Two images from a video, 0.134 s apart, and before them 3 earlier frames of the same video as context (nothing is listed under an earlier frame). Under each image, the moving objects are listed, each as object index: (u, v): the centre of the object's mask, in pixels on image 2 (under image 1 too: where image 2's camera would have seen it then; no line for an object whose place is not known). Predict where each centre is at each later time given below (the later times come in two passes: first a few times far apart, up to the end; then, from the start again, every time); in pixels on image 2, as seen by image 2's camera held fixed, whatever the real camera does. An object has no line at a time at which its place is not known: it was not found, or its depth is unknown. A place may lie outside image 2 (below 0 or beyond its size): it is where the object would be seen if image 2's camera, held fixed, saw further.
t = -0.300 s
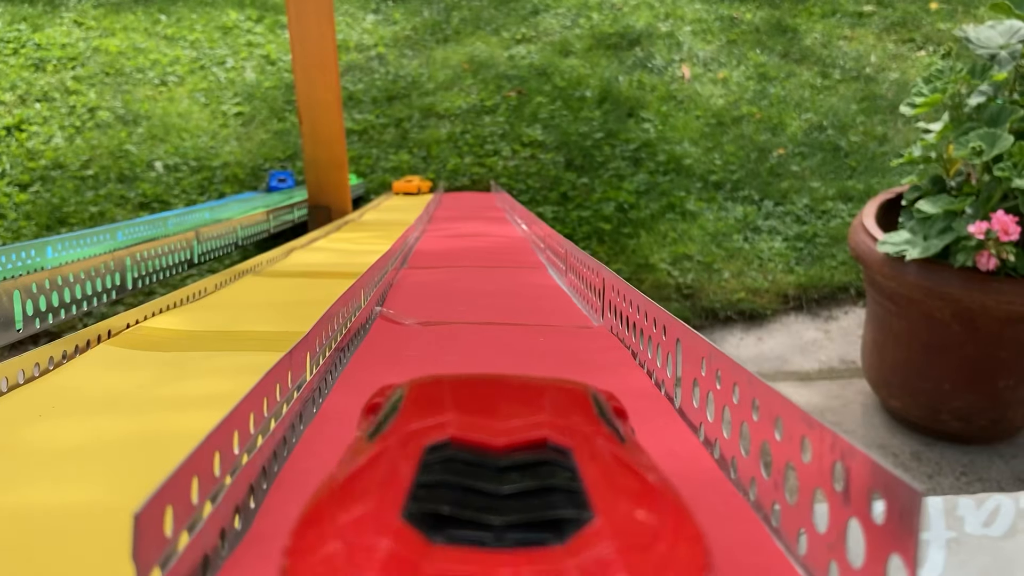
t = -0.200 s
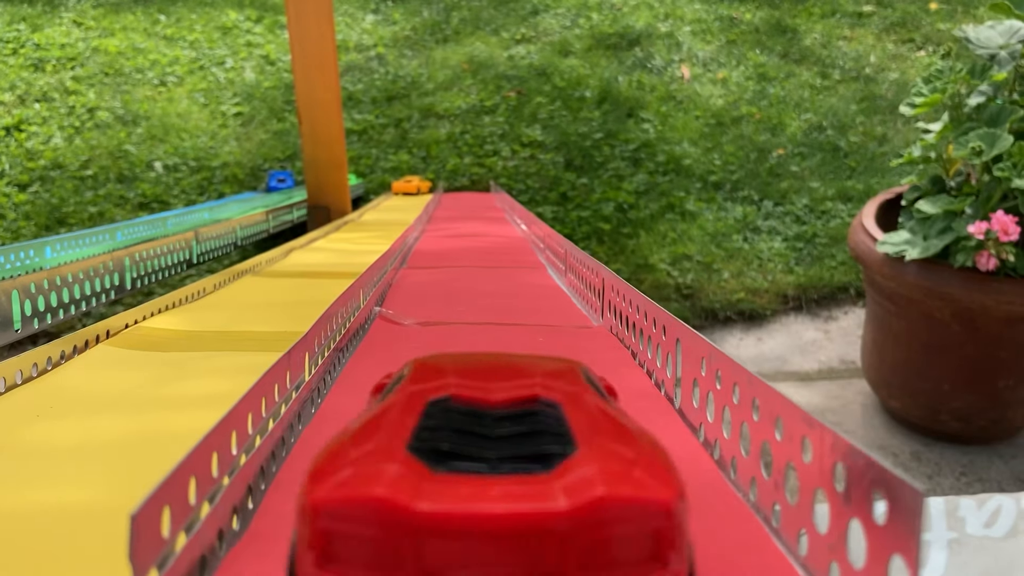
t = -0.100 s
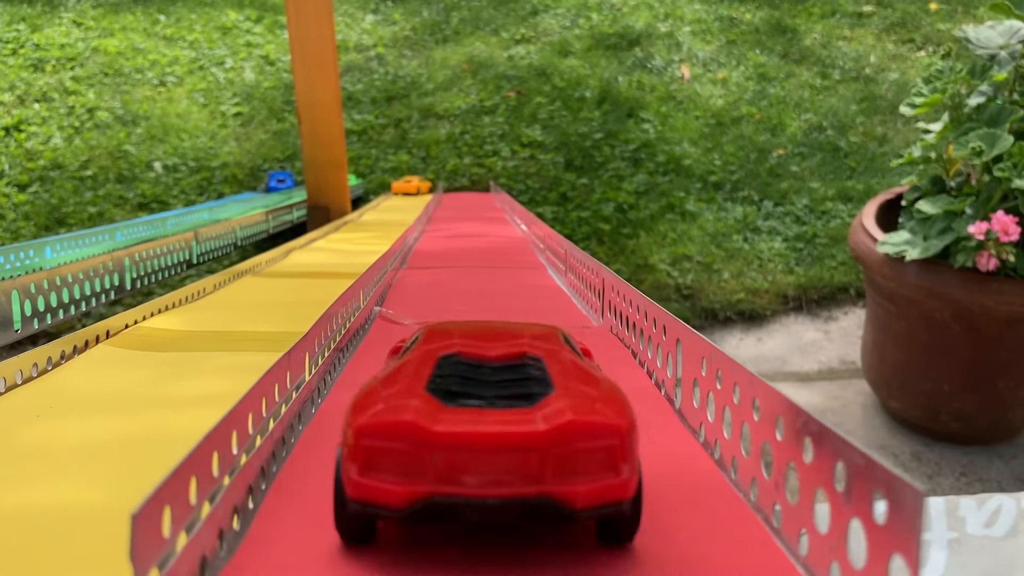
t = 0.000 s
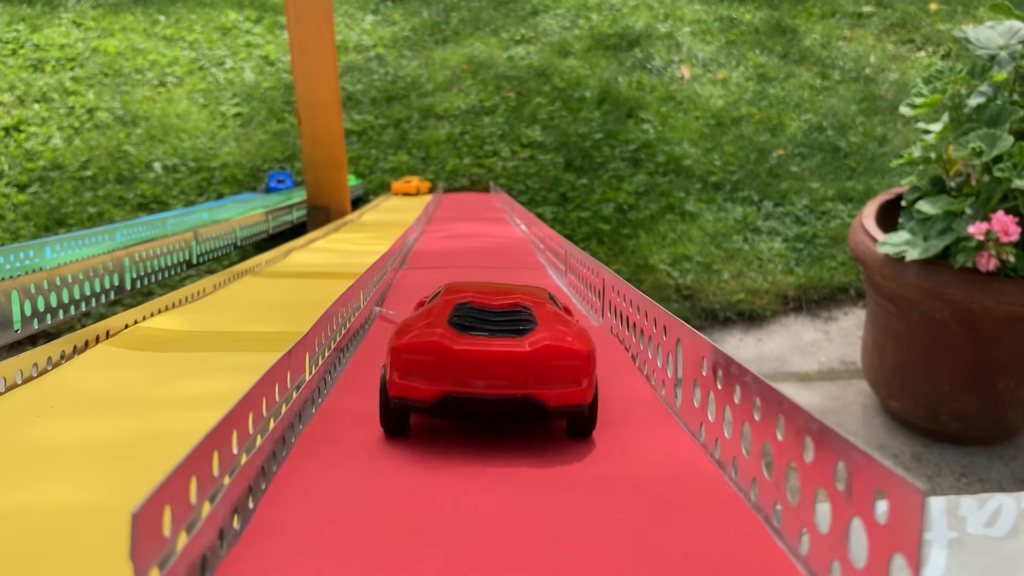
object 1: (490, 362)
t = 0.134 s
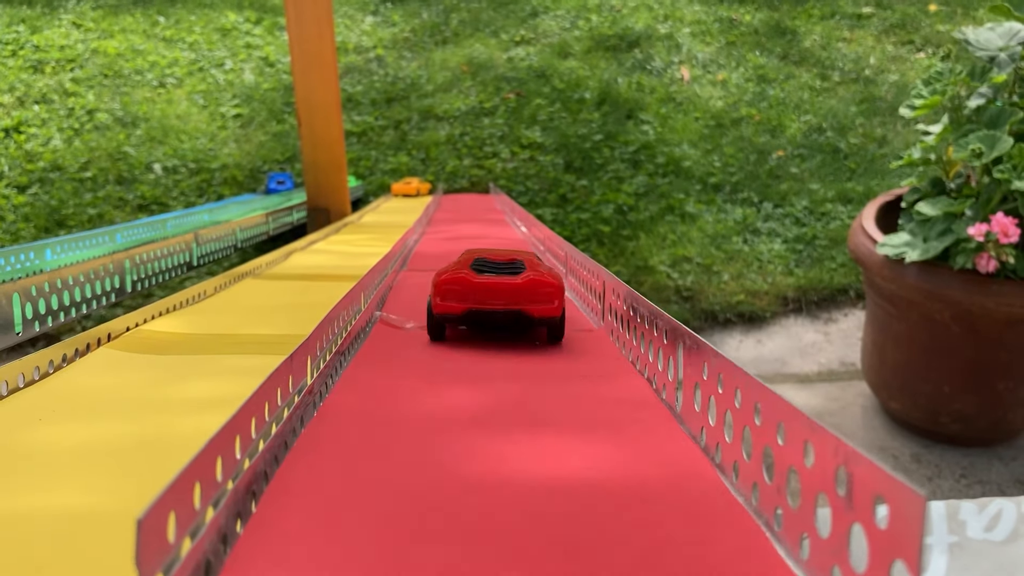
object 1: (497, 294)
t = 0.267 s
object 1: (500, 256)
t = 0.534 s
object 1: (490, 214)
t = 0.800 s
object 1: (461, 196)
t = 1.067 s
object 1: (457, 189)
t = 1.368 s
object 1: (458, 188)
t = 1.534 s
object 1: (457, 188)
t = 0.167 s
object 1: (499, 283)
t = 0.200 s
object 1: (500, 272)
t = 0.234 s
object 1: (501, 262)
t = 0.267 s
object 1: (500, 256)
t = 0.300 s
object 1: (499, 248)
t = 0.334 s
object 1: (496, 241)
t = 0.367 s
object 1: (494, 235)
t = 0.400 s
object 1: (492, 230)
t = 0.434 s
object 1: (493, 227)
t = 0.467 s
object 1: (493, 222)
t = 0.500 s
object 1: (493, 219)
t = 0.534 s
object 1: (490, 214)
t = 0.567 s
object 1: (486, 213)
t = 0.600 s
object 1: (484, 210)
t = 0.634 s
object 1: (481, 205)
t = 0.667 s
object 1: (477, 203)
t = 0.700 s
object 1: (473, 202)
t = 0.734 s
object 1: (469, 199)
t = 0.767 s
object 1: (464, 197)
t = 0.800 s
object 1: (461, 196)
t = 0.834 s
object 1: (457, 194)
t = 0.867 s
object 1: (456, 192)
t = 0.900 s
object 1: (456, 191)
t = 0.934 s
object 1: (456, 188)
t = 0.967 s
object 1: (456, 188)
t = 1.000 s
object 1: (457, 188)
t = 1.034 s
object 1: (457, 189)
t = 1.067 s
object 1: (457, 189)
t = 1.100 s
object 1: (457, 189)
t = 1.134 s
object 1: (457, 189)
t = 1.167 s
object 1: (457, 189)
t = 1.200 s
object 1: (457, 189)
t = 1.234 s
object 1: (457, 188)
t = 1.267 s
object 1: (457, 188)
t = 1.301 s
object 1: (457, 188)
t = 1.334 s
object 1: (458, 188)
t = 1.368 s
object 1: (458, 188)
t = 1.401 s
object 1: (458, 188)
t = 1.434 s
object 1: (458, 188)
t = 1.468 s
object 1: (458, 188)
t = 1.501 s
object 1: (457, 188)
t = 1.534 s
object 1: (457, 188)
